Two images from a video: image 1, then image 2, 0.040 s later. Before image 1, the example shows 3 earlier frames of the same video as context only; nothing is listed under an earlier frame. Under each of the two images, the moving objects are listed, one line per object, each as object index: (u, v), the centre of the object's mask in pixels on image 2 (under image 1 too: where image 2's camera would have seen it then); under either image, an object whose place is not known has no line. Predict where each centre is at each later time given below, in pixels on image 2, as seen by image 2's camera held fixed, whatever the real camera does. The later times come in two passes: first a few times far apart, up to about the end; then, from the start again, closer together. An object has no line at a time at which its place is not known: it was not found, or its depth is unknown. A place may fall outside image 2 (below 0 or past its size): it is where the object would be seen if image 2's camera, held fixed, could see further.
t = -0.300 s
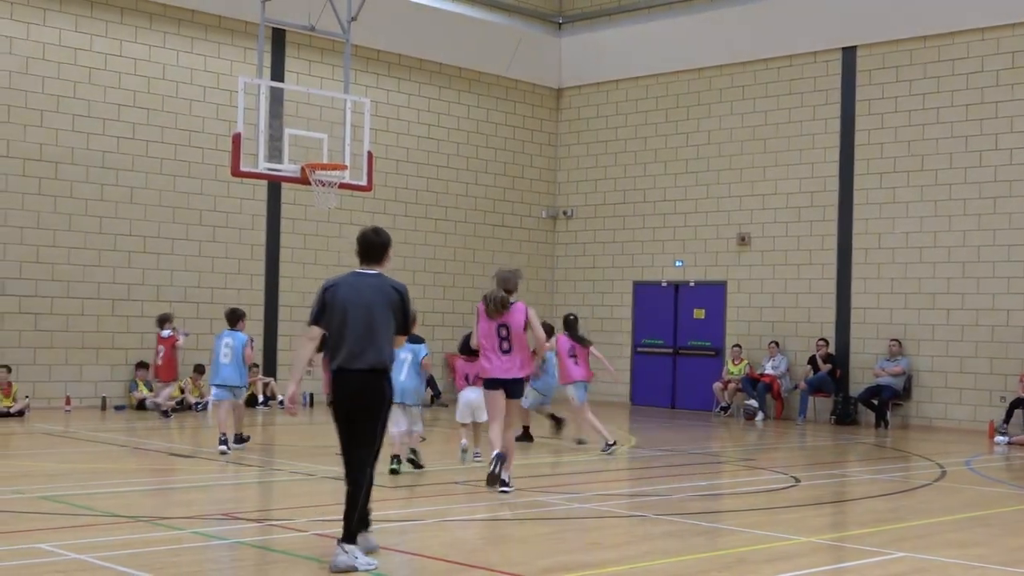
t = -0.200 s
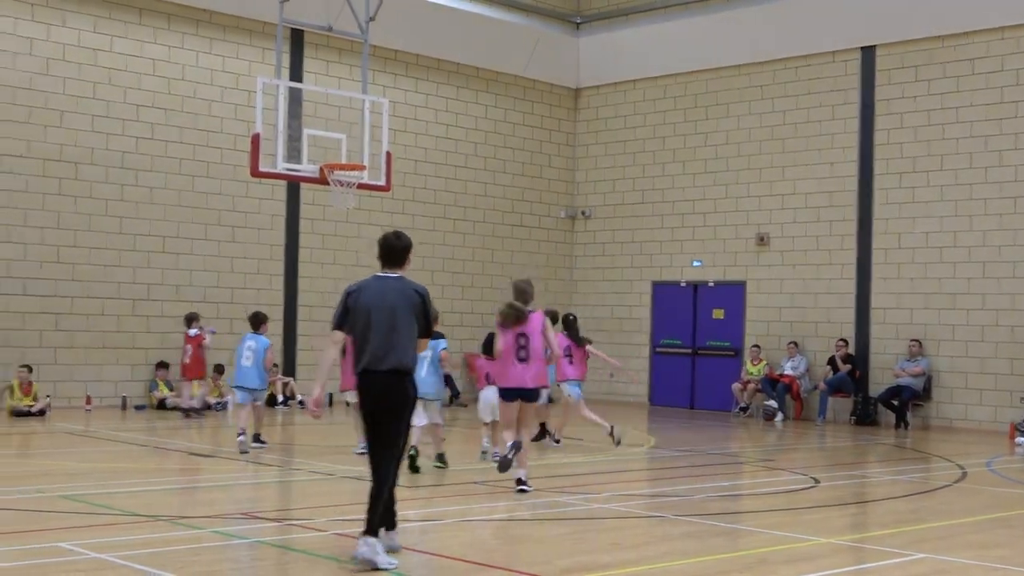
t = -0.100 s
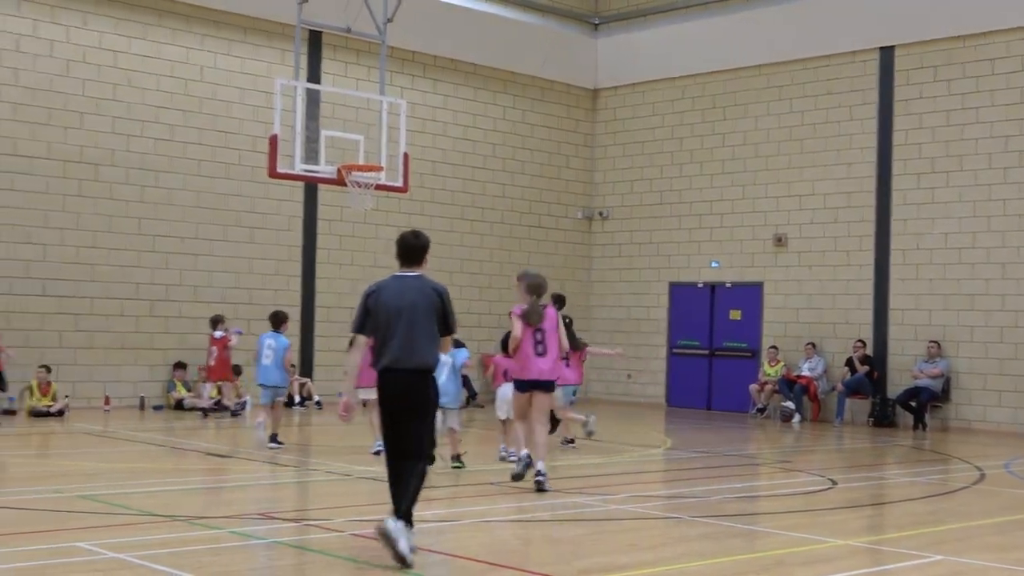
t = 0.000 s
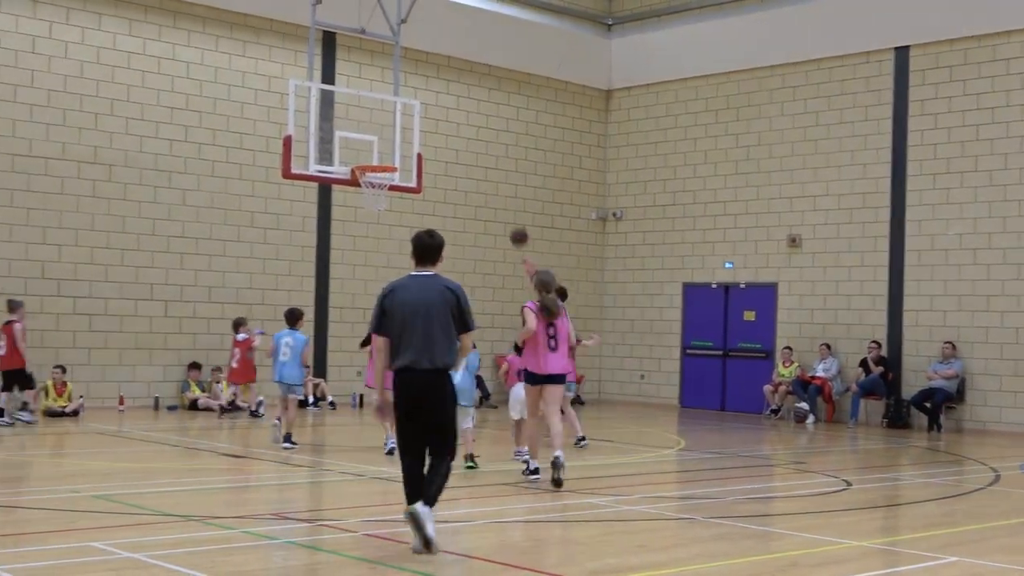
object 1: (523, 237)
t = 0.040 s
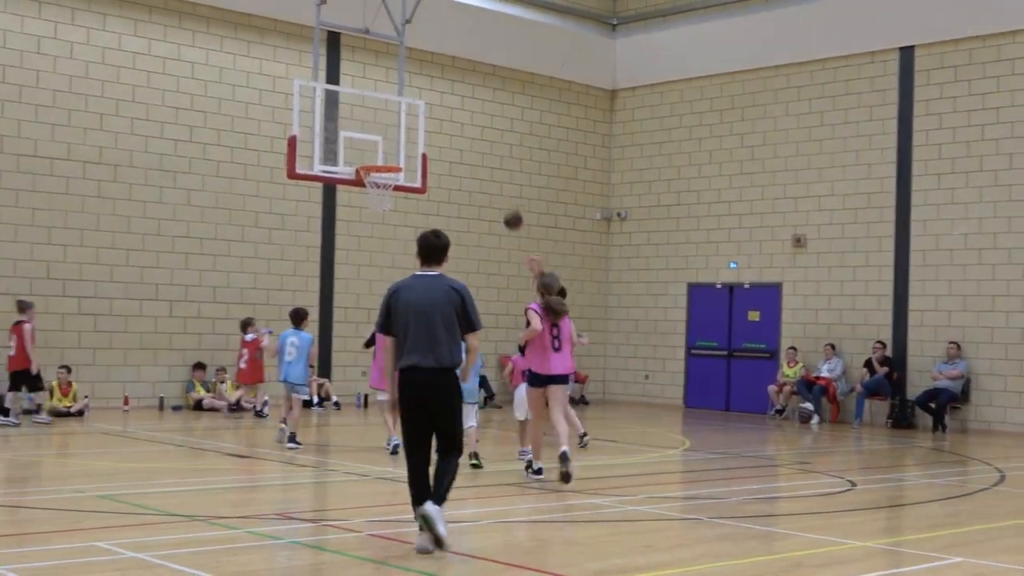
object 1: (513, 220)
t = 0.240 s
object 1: (460, 159)
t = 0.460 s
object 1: (403, 129)
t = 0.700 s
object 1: (372, 141)
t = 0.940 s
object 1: (388, 144)
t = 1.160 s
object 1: (414, 155)
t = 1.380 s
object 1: (438, 210)
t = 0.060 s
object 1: (507, 213)
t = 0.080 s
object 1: (502, 205)
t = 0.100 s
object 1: (497, 198)
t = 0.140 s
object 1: (486, 185)
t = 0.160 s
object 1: (482, 180)
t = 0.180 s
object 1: (476, 174)
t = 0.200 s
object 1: (470, 168)
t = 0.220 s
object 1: (466, 163)
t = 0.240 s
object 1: (460, 159)
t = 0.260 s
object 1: (455, 154)
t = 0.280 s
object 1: (450, 150)
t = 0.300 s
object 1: (445, 146)
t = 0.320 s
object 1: (439, 143)
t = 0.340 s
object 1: (435, 141)
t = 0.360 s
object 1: (429, 137)
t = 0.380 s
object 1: (424, 135)
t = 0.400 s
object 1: (419, 133)
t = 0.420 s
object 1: (413, 131)
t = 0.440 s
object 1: (408, 130)
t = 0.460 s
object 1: (403, 129)
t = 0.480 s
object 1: (397, 129)
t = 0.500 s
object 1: (392, 129)
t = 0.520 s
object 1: (387, 128)
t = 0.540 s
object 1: (381, 129)
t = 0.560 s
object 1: (376, 130)
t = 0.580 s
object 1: (374, 130)
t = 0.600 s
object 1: (374, 131)
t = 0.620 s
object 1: (373, 132)
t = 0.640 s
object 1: (373, 134)
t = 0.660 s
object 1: (373, 136)
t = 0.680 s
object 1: (372, 138)
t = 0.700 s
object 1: (372, 141)
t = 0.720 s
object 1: (371, 144)
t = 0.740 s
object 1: (371, 147)
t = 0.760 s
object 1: (371, 151)
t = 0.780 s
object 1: (371, 154)
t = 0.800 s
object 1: (371, 157)
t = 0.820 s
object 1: (373, 154)
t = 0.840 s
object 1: (376, 152)
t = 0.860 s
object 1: (378, 150)
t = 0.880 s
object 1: (381, 147)
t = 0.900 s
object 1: (383, 146)
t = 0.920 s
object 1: (385, 145)
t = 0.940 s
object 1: (388, 144)
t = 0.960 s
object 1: (390, 143)
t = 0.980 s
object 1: (393, 143)
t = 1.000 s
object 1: (395, 142)
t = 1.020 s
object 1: (398, 143)
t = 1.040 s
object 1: (400, 144)
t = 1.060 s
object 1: (402, 145)
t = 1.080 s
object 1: (405, 146)
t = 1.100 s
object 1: (407, 148)
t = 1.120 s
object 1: (409, 150)
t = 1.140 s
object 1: (412, 152)
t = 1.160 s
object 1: (414, 155)
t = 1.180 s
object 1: (416, 158)
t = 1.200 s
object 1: (419, 162)
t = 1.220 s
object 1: (421, 166)
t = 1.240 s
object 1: (423, 170)
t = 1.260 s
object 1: (425, 175)
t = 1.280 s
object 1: (428, 180)
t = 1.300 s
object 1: (430, 185)
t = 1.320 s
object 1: (432, 190)
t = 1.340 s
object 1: (434, 197)
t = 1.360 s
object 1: (436, 203)
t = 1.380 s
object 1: (438, 210)
